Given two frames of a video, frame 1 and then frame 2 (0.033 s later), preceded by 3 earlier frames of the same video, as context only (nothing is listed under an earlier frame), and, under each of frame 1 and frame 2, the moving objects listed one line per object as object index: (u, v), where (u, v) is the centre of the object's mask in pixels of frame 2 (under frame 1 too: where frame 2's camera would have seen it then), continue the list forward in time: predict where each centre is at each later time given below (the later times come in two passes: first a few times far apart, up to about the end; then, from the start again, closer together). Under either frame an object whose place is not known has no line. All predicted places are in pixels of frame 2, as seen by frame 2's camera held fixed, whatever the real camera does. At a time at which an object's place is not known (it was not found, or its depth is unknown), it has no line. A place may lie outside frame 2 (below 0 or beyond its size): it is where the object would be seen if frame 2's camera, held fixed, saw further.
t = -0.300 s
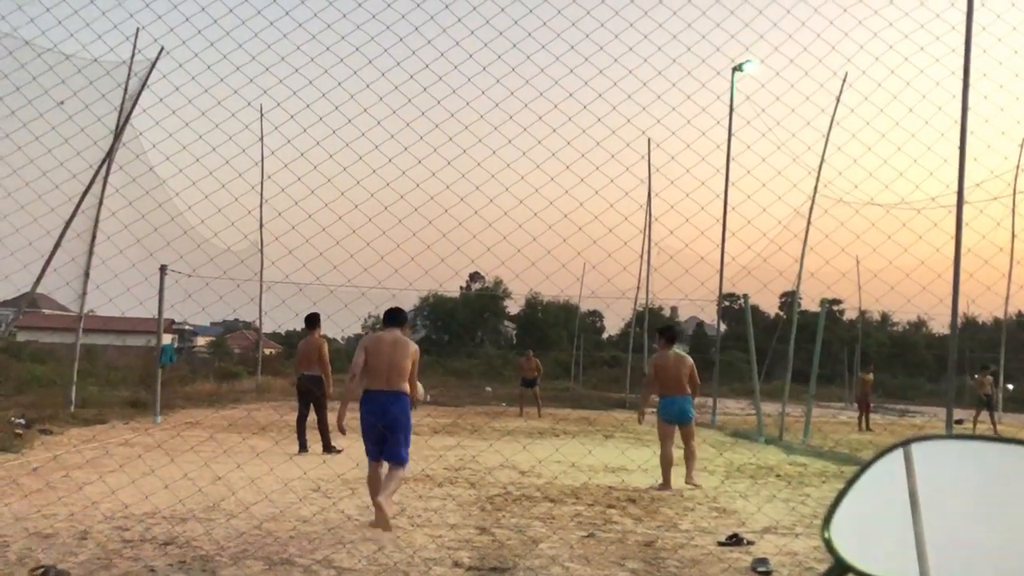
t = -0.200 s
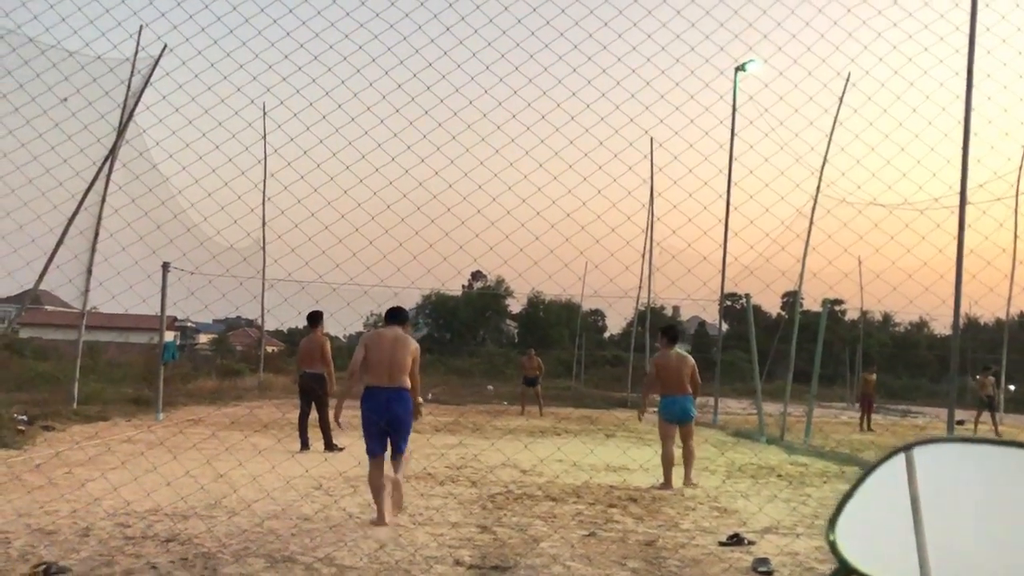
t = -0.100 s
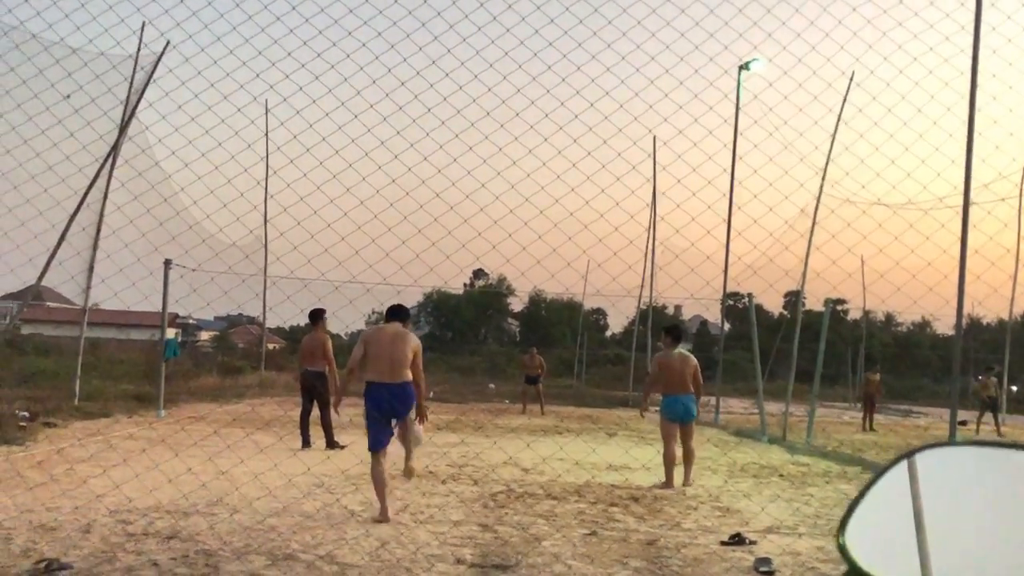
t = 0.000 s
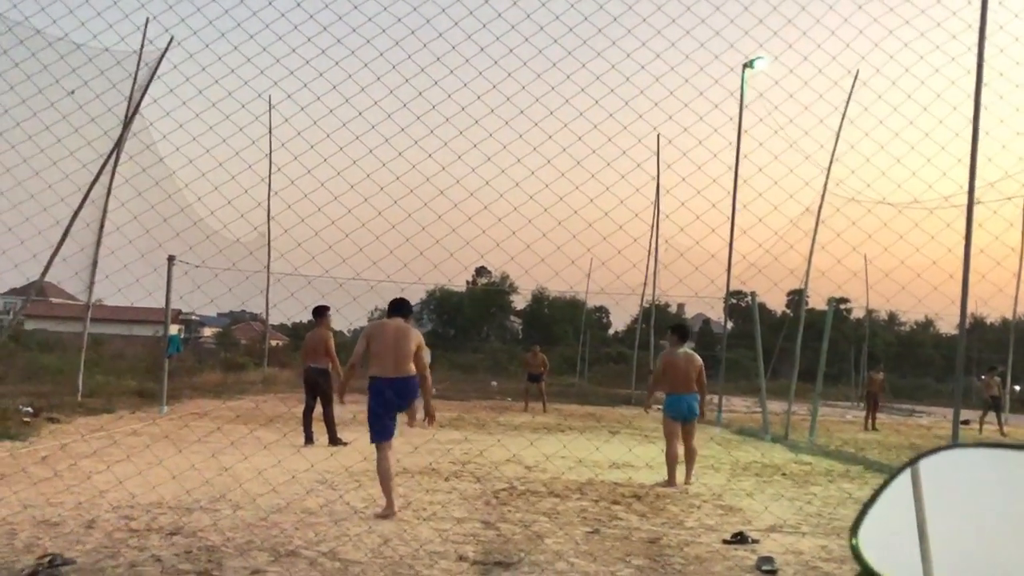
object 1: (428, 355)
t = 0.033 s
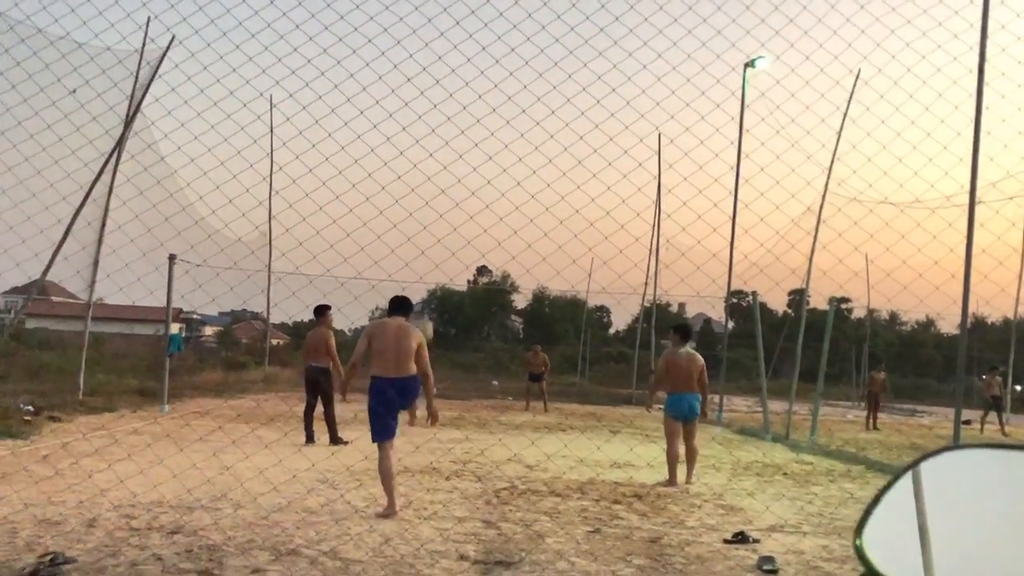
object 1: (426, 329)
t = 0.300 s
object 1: (427, 211)
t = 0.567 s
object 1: (429, 185)
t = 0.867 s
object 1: (433, 211)
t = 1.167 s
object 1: (436, 272)
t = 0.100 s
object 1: (423, 288)
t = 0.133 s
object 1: (424, 269)
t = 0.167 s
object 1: (424, 254)
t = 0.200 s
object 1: (425, 240)
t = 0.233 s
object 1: (425, 229)
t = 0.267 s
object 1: (426, 219)
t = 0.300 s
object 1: (427, 211)
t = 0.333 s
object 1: (426, 204)
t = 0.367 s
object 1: (427, 199)
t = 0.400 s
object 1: (427, 194)
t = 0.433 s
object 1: (427, 190)
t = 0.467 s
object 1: (427, 188)
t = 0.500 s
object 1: (427, 186)
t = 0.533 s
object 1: (428, 185)
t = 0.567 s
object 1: (429, 185)
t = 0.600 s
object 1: (429, 186)
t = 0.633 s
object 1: (429, 187)
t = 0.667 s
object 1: (430, 189)
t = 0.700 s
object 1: (431, 191)
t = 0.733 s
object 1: (431, 194)
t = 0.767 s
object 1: (432, 198)
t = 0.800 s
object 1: (432, 202)
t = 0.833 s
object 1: (432, 206)
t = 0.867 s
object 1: (433, 211)
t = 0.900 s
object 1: (433, 217)
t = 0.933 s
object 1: (433, 223)
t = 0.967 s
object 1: (433, 229)
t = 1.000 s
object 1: (434, 236)
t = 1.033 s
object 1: (434, 243)
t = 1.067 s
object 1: (434, 249)
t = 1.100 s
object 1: (434, 257)
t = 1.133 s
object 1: (435, 264)
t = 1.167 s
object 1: (436, 272)
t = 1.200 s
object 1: (436, 280)
